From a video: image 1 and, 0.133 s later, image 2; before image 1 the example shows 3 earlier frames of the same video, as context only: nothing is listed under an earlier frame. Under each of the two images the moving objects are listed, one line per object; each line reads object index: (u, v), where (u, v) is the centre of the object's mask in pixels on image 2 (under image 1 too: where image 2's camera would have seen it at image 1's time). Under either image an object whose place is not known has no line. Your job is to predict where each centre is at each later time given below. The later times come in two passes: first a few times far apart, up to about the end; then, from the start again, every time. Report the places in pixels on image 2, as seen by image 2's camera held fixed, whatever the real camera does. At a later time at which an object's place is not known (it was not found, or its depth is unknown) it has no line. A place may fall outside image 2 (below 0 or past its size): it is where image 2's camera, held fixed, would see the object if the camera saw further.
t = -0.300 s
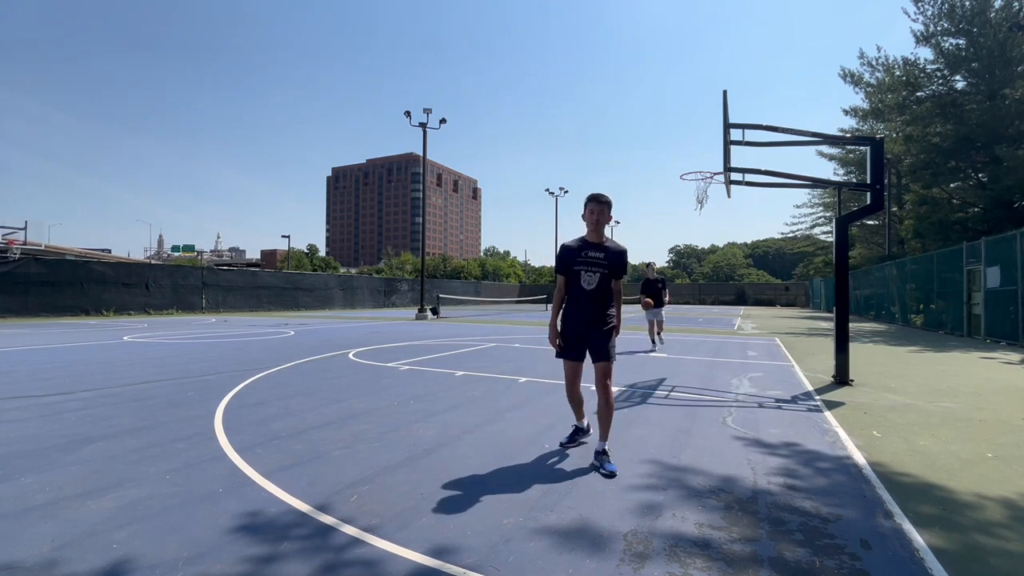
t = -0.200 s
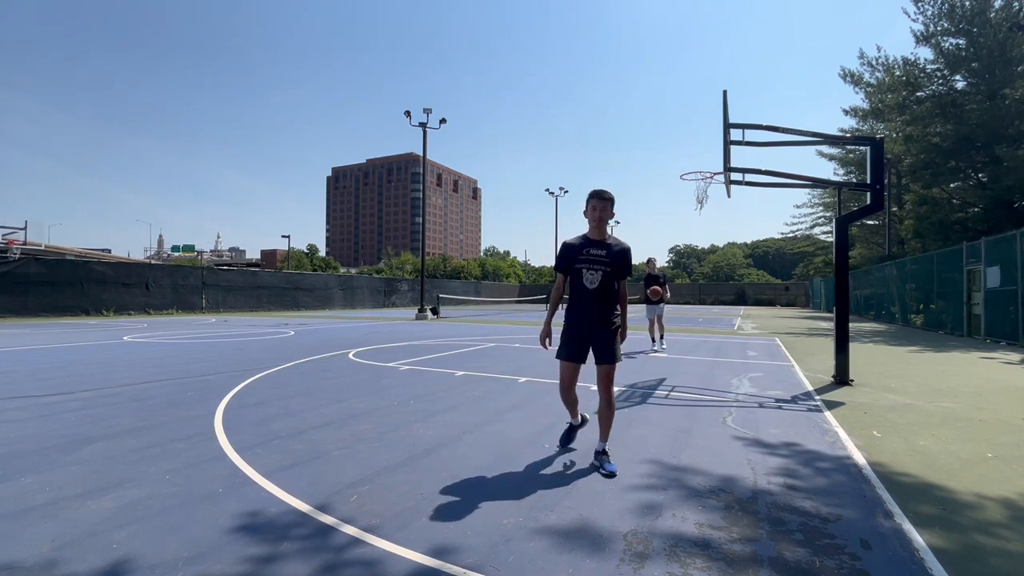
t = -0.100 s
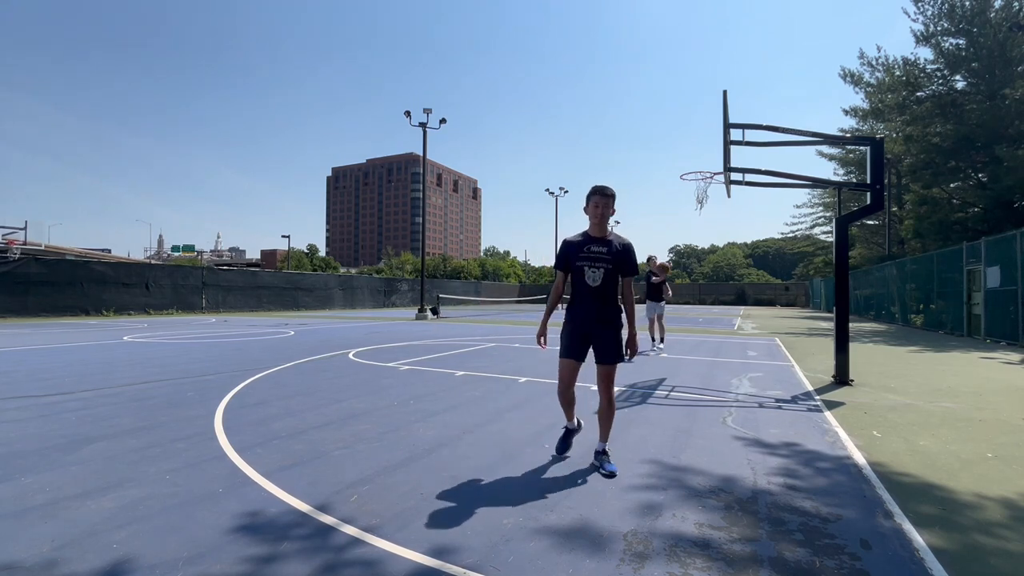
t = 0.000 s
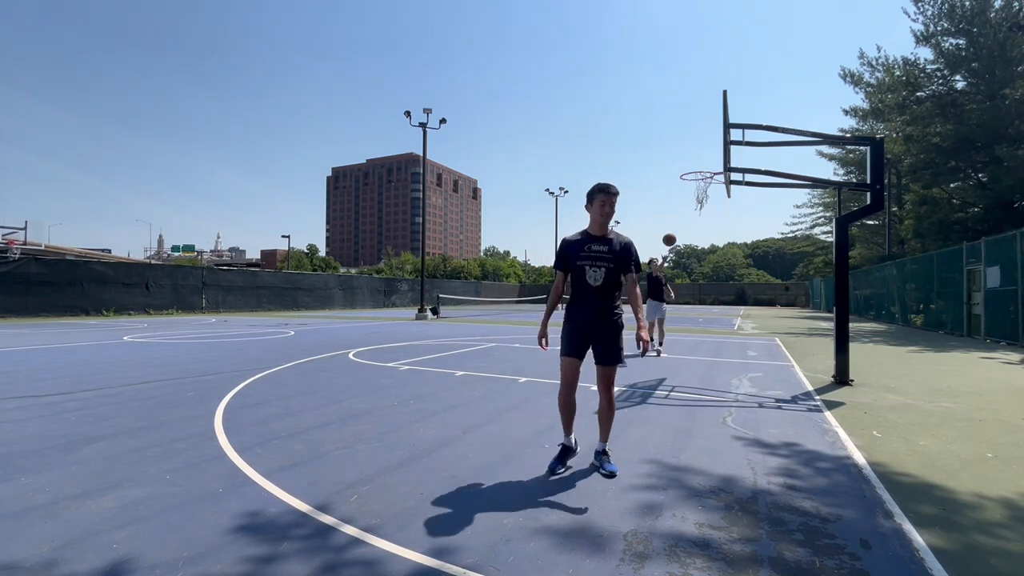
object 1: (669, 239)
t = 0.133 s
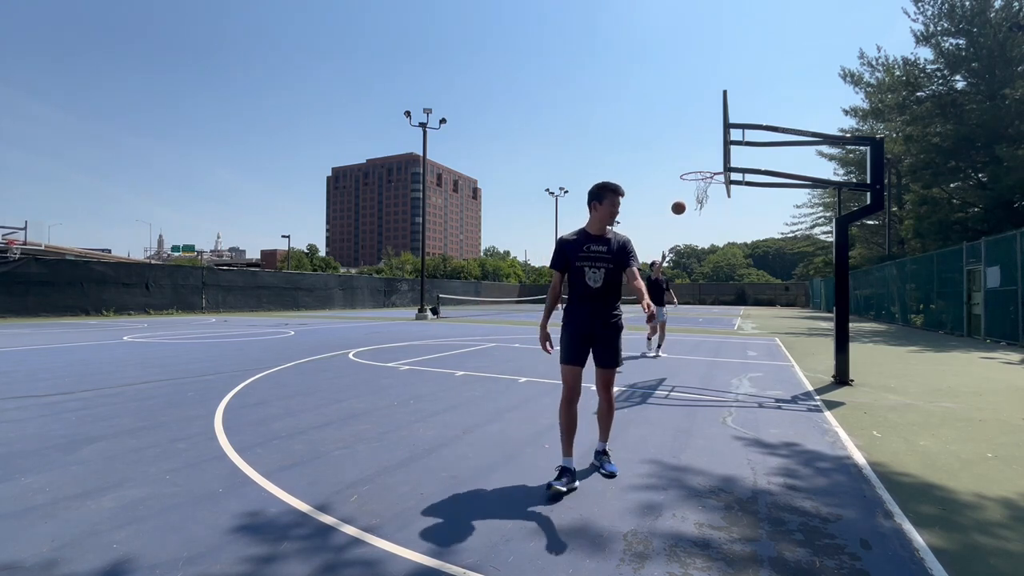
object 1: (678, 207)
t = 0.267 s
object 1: (688, 184)
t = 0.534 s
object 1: (710, 163)
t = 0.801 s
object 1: (703, 165)
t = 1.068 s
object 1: (685, 212)
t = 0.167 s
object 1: (681, 201)
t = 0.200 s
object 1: (683, 194)
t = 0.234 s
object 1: (685, 189)
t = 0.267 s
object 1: (688, 184)
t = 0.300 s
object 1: (690, 179)
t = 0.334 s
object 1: (693, 175)
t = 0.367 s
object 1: (696, 171)
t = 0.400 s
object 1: (699, 168)
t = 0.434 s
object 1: (702, 166)
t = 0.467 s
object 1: (704, 164)
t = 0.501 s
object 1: (707, 163)
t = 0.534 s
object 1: (710, 163)
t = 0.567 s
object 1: (714, 164)
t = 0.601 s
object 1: (715, 163)
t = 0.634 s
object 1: (714, 161)
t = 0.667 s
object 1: (712, 161)
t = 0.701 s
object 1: (709, 161)
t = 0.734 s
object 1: (707, 161)
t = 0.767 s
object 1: (705, 163)
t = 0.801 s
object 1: (703, 165)
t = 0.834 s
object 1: (701, 168)
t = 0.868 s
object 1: (699, 172)
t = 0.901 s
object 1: (696, 177)
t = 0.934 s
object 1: (694, 183)
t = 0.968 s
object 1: (692, 189)
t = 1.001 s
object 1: (689, 196)
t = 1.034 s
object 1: (687, 203)
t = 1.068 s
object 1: (685, 212)
